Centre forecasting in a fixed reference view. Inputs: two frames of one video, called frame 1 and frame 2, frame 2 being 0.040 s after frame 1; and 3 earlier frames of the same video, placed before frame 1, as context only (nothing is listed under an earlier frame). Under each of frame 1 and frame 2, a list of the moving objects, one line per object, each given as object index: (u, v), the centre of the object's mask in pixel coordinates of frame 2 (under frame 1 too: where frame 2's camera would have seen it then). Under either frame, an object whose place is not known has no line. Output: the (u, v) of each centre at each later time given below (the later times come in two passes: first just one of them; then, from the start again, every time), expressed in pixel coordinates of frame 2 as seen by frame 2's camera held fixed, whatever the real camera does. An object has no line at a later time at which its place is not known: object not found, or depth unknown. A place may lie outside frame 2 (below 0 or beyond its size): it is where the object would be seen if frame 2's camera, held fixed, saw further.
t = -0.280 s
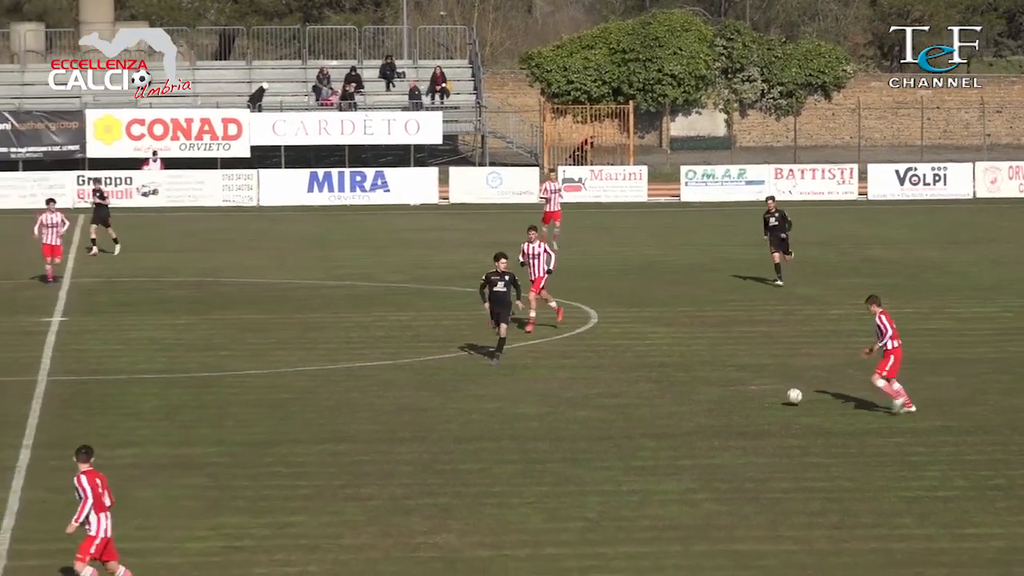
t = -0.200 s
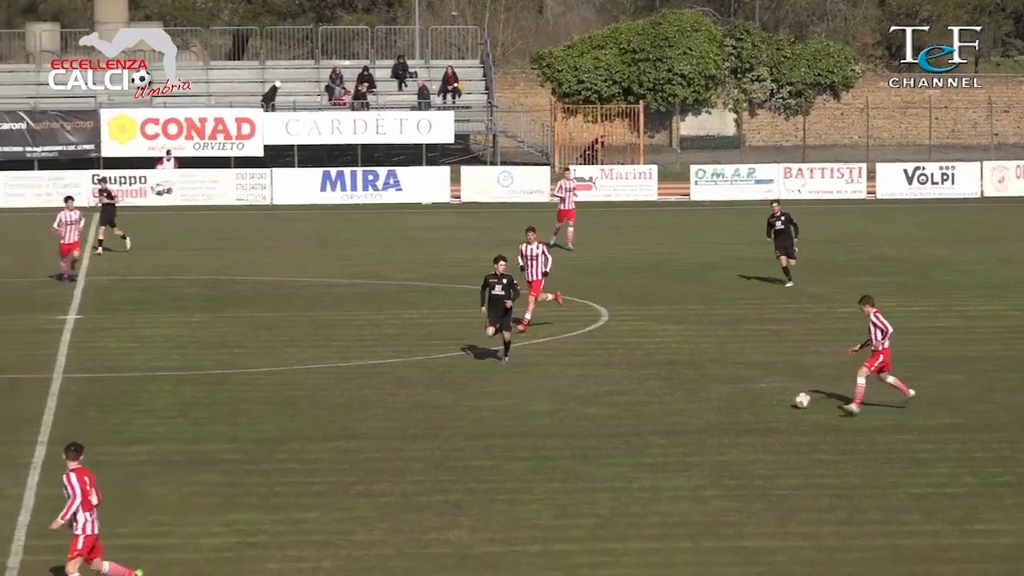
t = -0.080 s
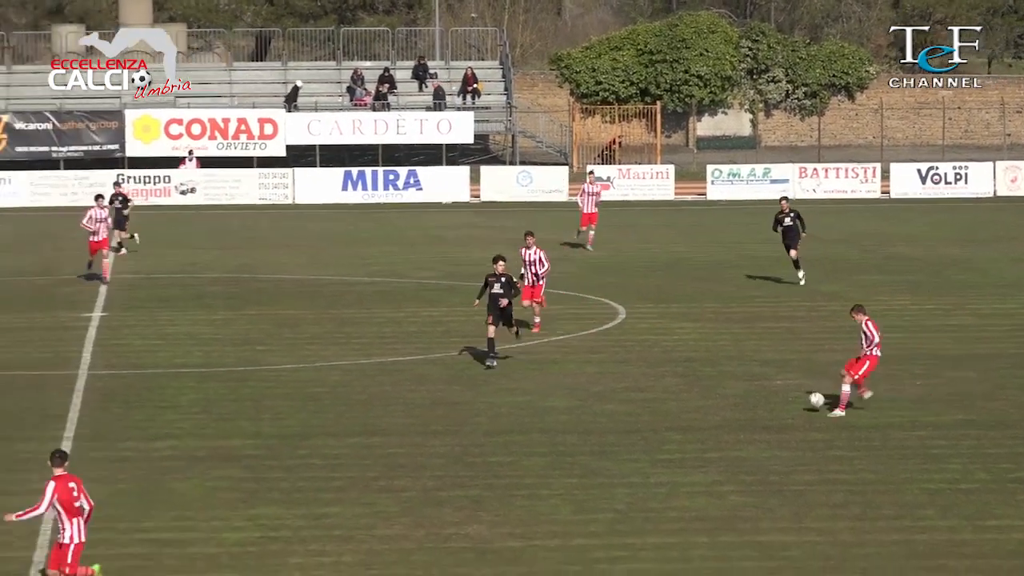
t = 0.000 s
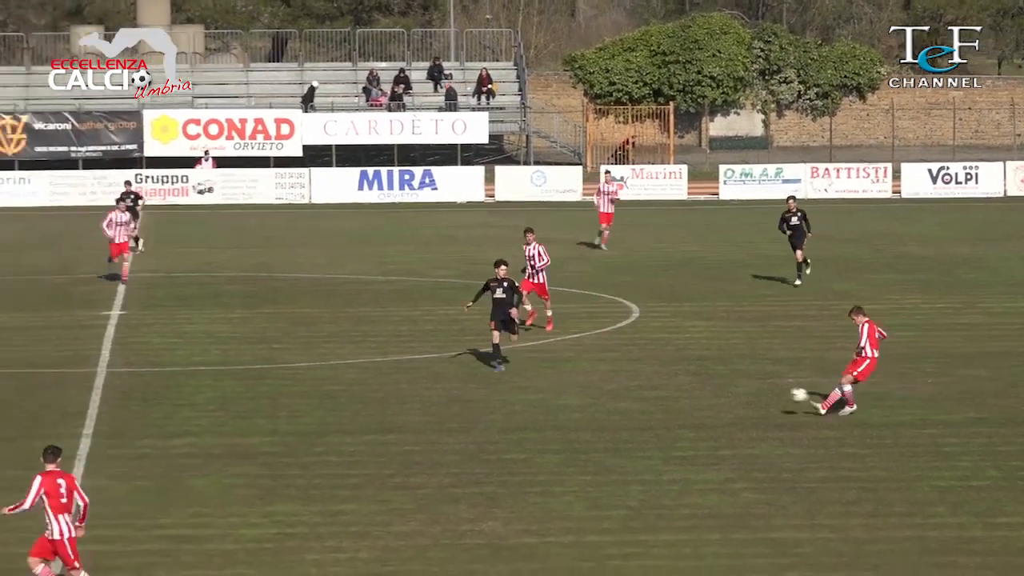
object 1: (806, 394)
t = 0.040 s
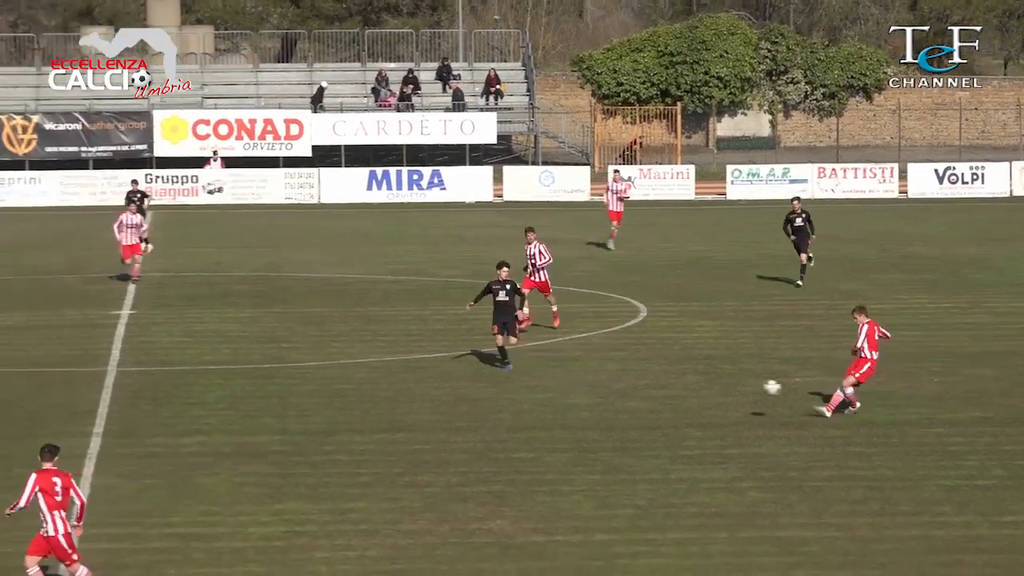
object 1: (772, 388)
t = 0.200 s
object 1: (634, 373)
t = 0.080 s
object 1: (738, 382)
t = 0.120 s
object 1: (703, 377)
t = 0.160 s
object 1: (669, 375)
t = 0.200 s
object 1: (634, 373)
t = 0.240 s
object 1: (598, 373)
